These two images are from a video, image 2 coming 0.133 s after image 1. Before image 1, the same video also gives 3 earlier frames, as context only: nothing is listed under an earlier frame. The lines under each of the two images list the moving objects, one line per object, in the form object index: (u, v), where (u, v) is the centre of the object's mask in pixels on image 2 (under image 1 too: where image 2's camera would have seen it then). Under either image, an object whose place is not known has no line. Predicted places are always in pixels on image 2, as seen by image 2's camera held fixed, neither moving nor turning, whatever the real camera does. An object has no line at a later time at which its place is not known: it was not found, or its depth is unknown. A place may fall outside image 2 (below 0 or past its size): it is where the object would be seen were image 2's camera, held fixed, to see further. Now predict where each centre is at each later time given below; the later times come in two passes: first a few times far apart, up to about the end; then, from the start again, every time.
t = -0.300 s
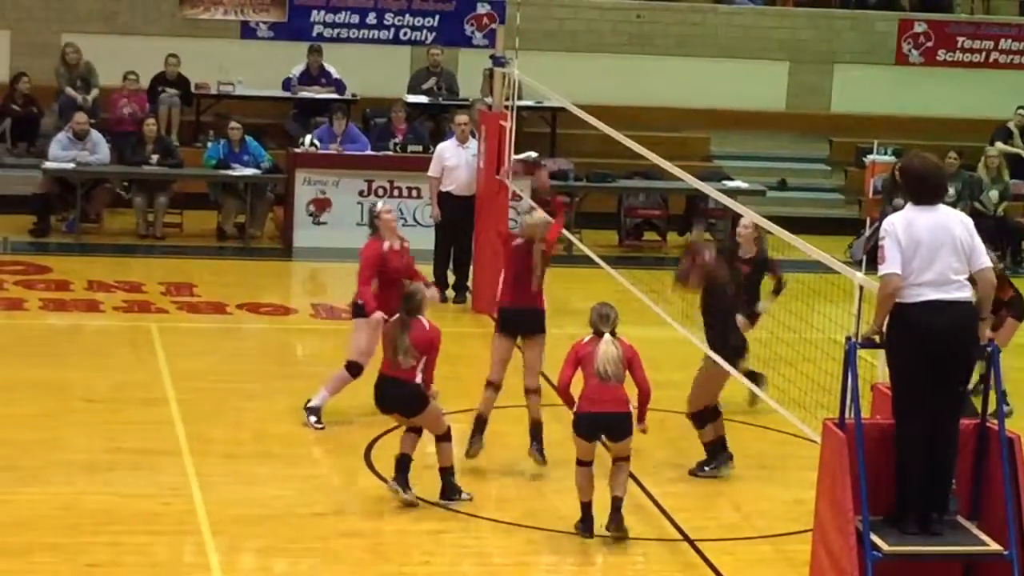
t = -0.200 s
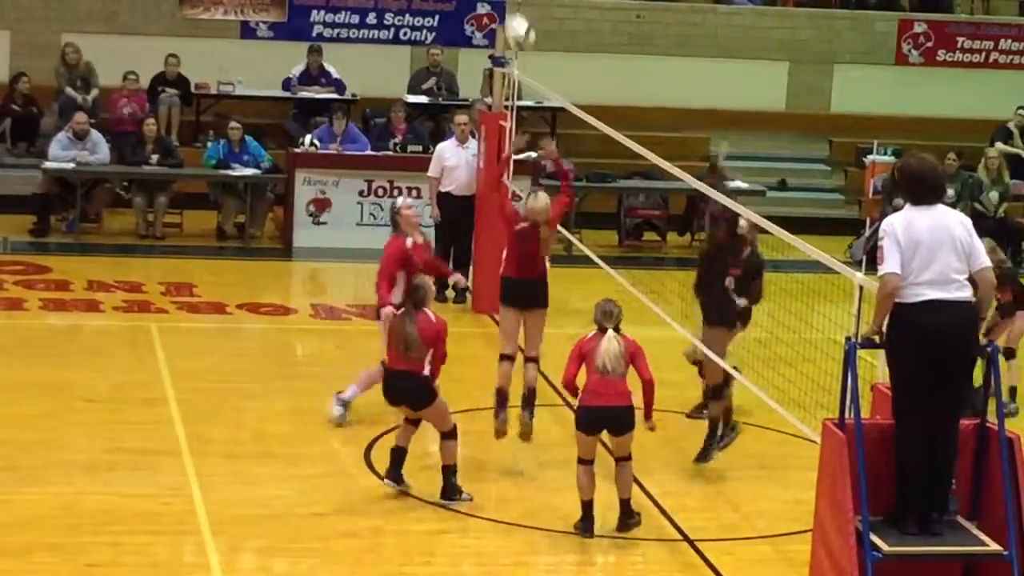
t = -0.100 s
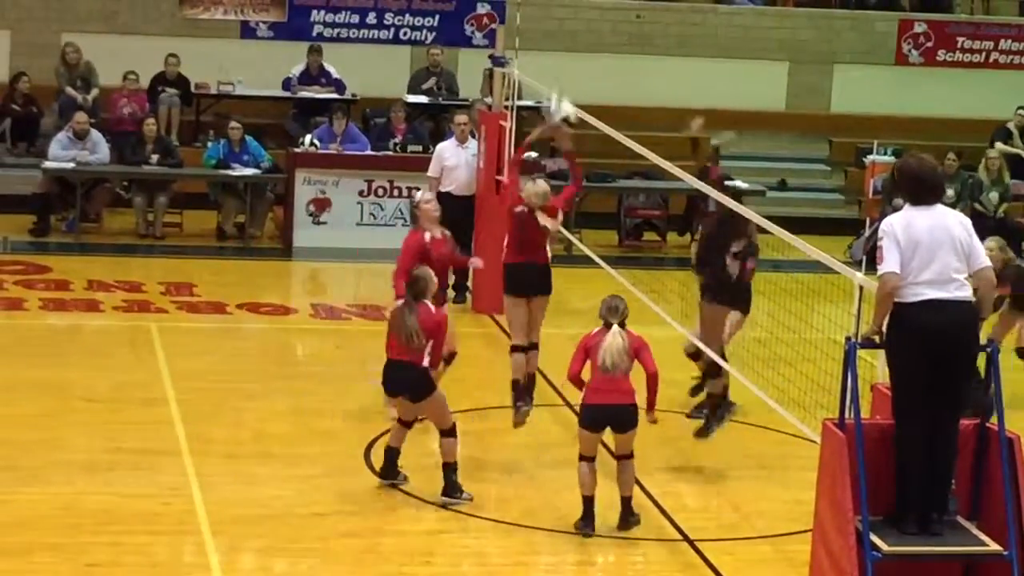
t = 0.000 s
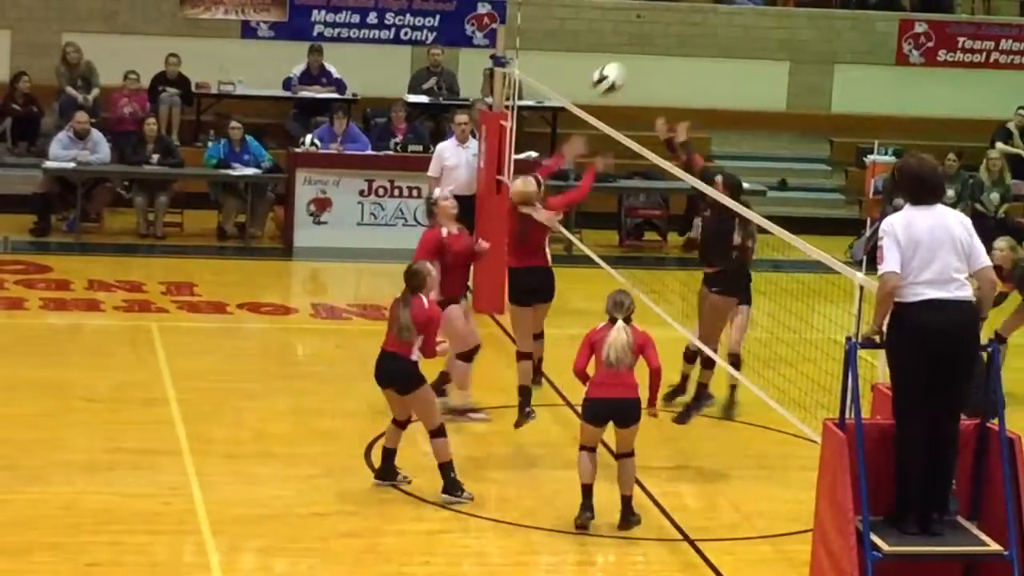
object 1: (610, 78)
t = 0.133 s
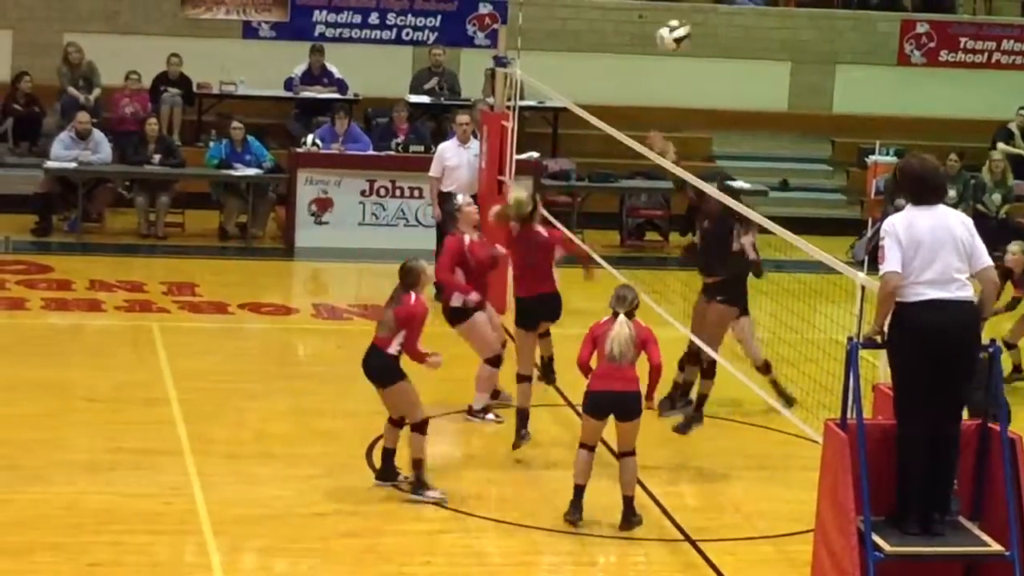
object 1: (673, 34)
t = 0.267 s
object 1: (734, 13)
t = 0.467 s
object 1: (815, 29)
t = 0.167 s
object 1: (689, 28)
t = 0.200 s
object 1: (704, 22)
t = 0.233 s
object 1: (719, 17)
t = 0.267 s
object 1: (734, 13)
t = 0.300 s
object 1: (747, 13)
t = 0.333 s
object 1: (764, 12)
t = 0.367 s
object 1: (776, 14)
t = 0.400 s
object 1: (791, 20)
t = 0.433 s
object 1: (804, 22)
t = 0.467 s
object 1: (815, 29)
